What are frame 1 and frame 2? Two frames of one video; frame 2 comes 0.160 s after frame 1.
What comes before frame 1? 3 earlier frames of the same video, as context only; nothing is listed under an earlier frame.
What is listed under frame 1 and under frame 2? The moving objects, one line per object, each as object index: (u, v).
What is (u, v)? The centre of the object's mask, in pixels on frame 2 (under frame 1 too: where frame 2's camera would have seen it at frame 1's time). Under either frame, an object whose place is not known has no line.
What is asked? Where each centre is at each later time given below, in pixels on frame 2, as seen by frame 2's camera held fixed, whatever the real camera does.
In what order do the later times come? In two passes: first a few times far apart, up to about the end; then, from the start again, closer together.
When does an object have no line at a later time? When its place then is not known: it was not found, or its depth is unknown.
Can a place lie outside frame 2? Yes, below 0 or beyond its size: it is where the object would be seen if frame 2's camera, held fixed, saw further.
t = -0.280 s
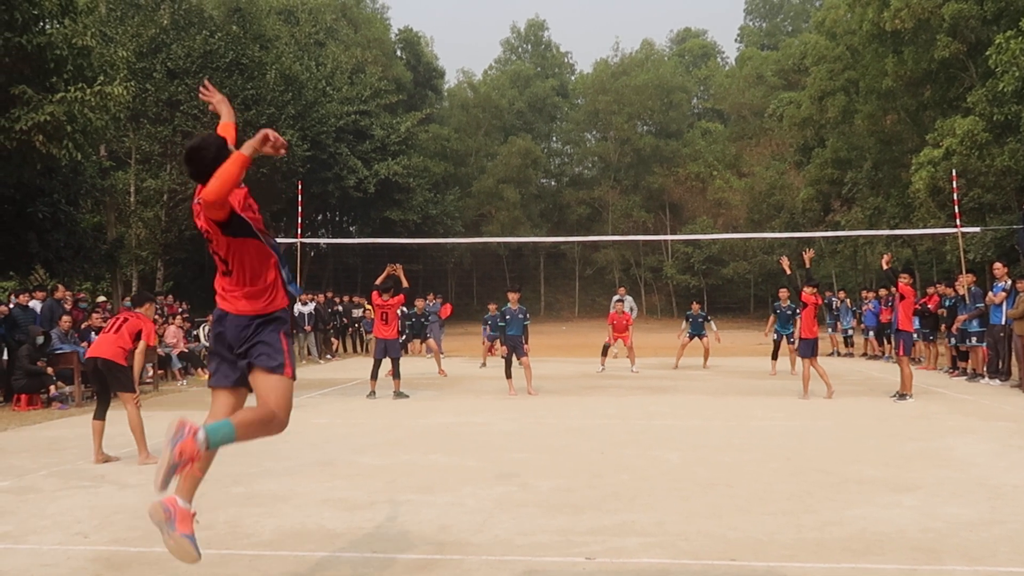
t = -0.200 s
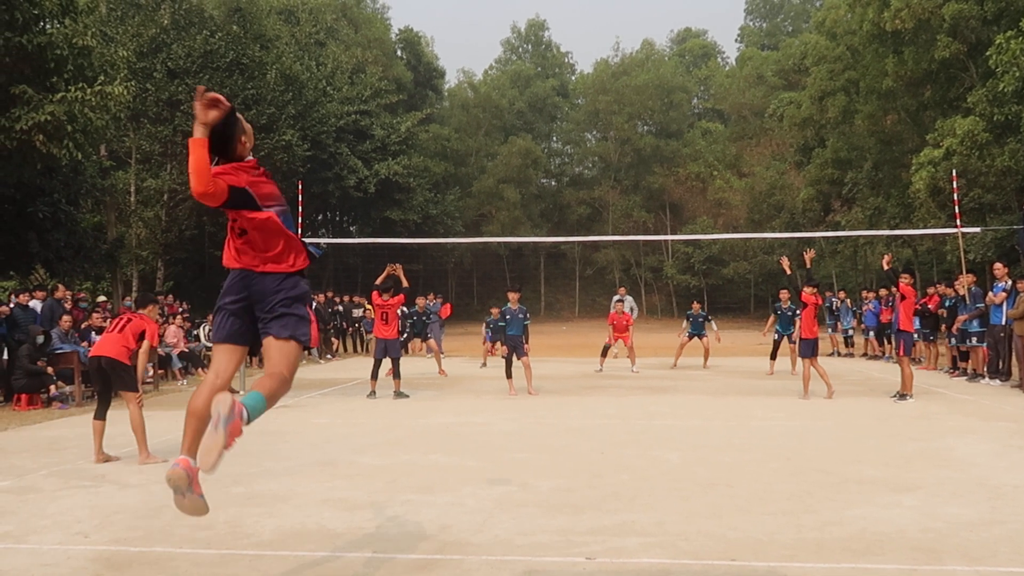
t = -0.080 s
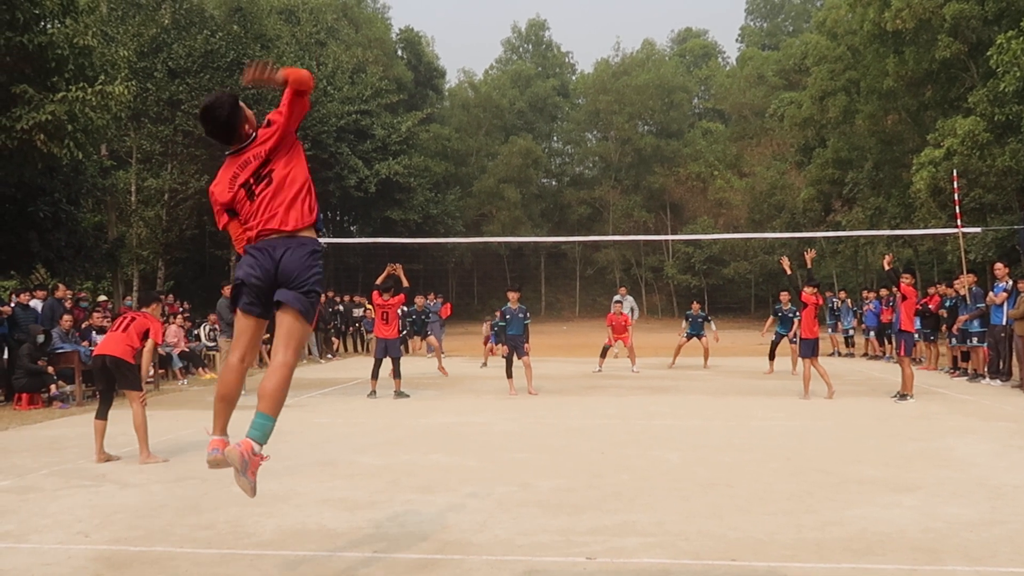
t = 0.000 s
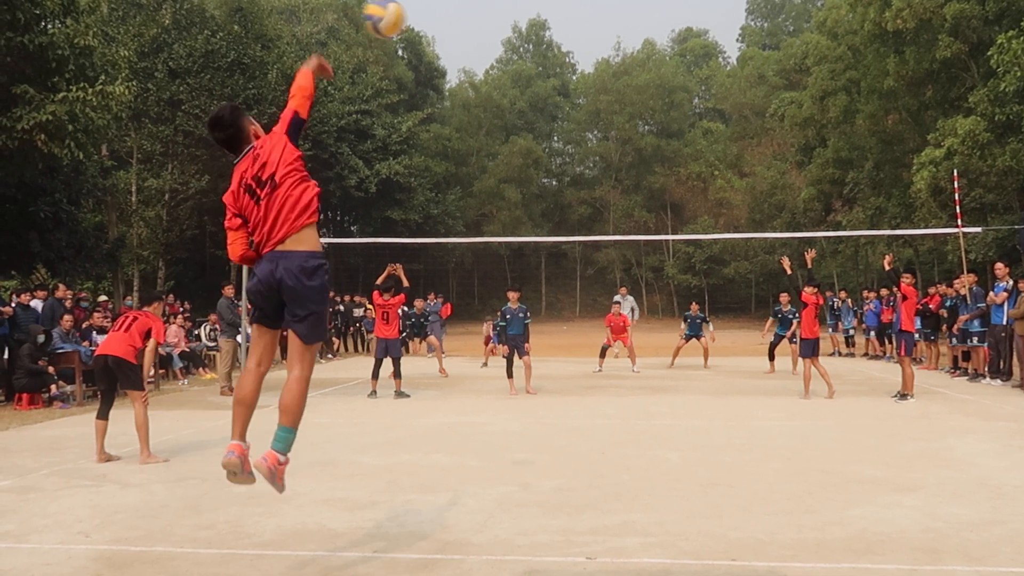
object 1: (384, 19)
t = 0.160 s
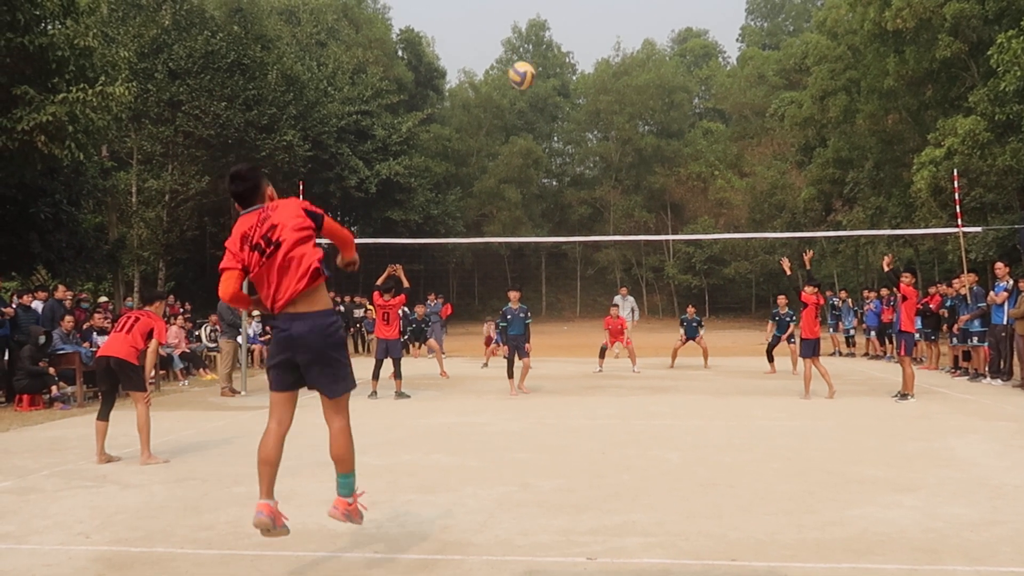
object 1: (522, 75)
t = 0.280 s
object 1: (576, 124)
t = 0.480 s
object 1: (635, 205)
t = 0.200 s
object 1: (542, 91)
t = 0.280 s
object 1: (576, 124)
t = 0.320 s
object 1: (590, 139)
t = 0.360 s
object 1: (603, 156)
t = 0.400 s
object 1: (615, 172)
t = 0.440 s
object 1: (625, 189)
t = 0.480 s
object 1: (635, 205)
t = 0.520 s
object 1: (644, 222)
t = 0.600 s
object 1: (660, 255)
